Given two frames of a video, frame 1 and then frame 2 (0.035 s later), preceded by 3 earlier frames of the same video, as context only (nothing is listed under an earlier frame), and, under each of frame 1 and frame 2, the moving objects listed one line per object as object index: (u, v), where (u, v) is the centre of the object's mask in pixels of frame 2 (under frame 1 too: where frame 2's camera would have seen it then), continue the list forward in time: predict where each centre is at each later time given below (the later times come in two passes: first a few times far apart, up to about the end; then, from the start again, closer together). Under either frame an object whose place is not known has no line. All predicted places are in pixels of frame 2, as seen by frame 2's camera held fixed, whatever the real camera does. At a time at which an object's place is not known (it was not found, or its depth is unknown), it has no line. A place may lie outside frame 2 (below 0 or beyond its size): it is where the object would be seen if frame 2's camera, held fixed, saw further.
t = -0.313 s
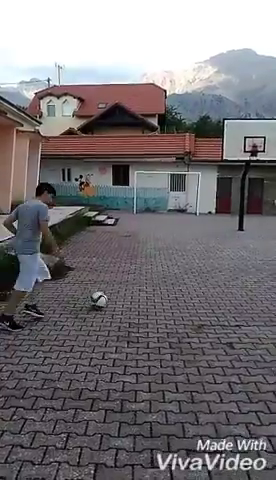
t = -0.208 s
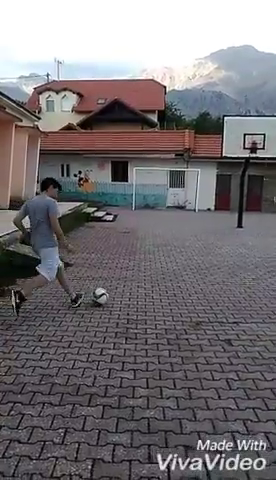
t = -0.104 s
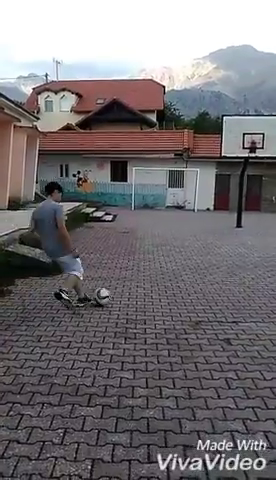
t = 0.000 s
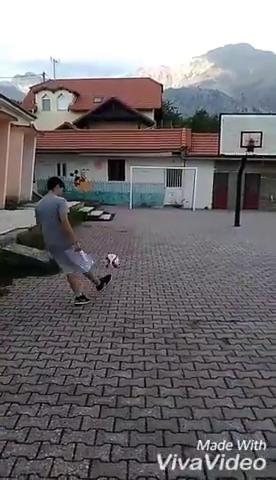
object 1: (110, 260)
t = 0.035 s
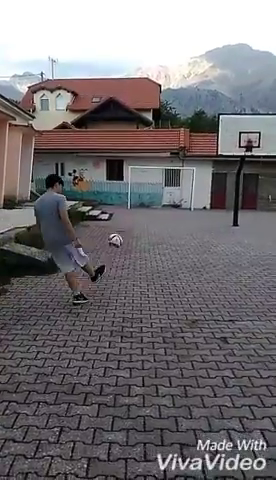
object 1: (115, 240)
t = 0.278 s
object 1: (136, 163)
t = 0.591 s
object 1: (145, 137)
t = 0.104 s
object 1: (123, 209)
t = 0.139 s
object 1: (127, 196)
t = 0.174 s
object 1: (129, 186)
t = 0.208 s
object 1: (132, 176)
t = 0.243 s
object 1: (133, 169)
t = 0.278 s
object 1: (136, 163)
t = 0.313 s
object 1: (137, 157)
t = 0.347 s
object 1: (138, 151)
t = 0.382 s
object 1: (141, 145)
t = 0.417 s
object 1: (142, 143)
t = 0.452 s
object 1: (142, 141)
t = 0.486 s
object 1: (143, 139)
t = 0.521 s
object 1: (144, 138)
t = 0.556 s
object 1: (144, 137)
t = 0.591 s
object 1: (145, 137)
